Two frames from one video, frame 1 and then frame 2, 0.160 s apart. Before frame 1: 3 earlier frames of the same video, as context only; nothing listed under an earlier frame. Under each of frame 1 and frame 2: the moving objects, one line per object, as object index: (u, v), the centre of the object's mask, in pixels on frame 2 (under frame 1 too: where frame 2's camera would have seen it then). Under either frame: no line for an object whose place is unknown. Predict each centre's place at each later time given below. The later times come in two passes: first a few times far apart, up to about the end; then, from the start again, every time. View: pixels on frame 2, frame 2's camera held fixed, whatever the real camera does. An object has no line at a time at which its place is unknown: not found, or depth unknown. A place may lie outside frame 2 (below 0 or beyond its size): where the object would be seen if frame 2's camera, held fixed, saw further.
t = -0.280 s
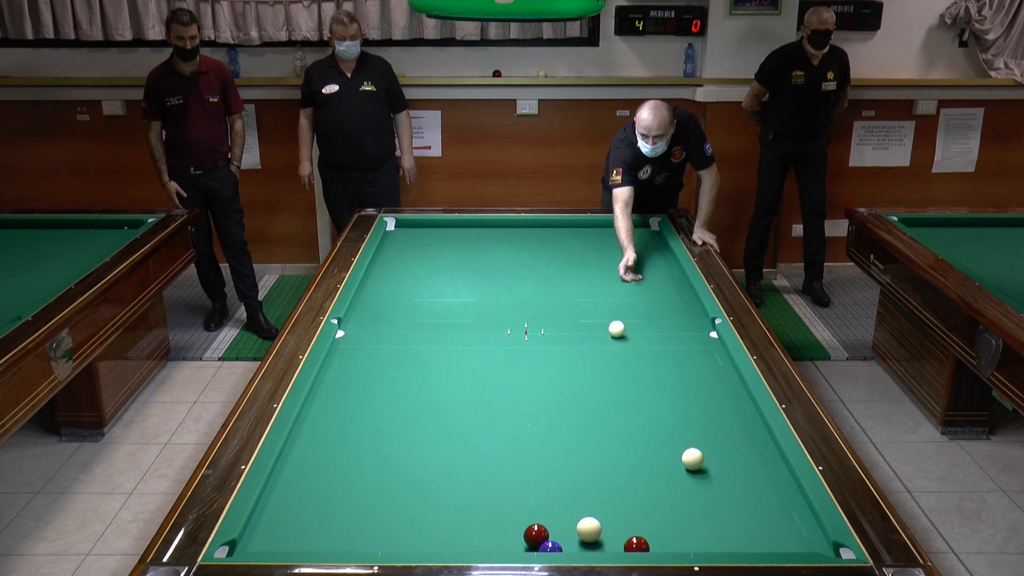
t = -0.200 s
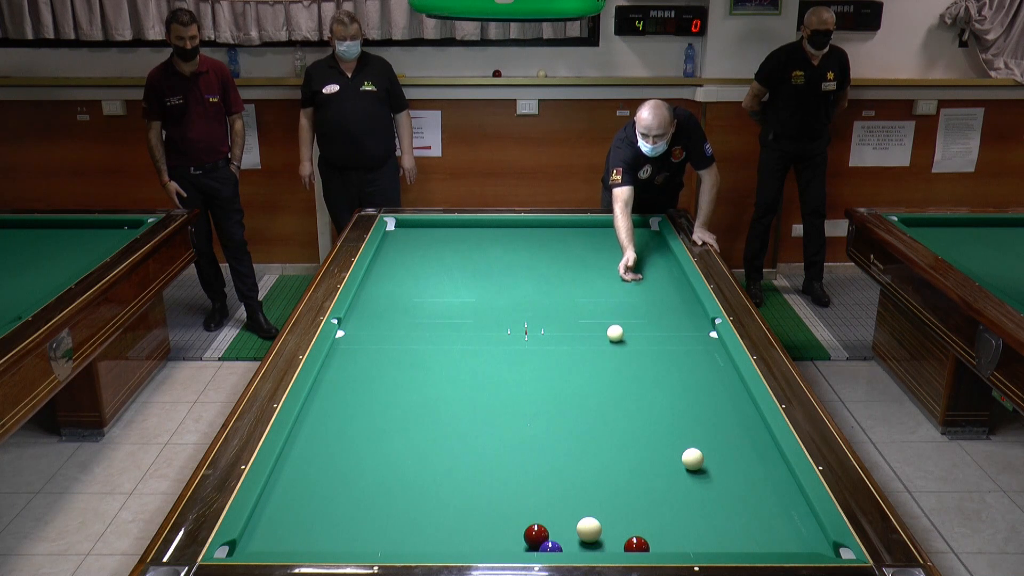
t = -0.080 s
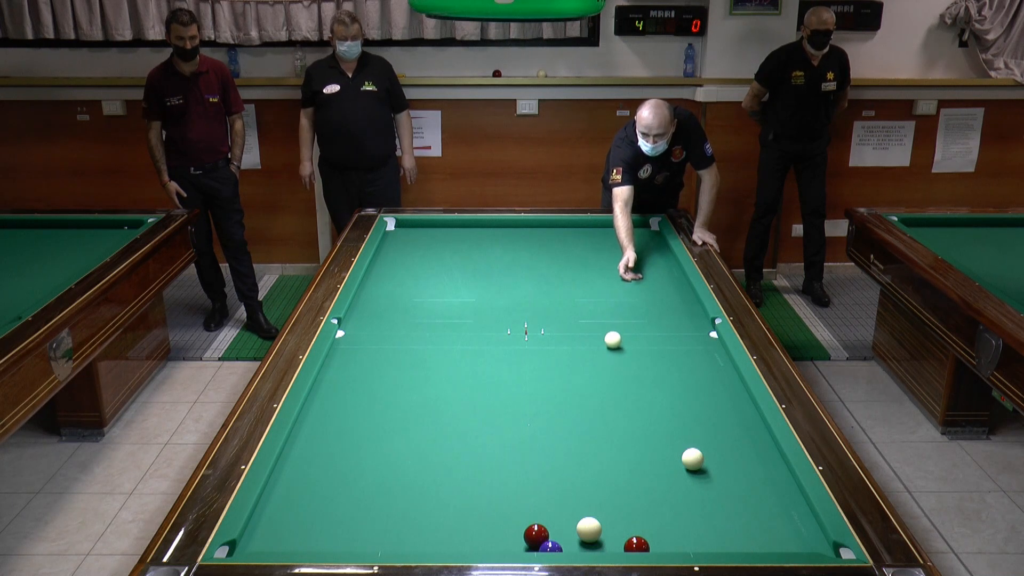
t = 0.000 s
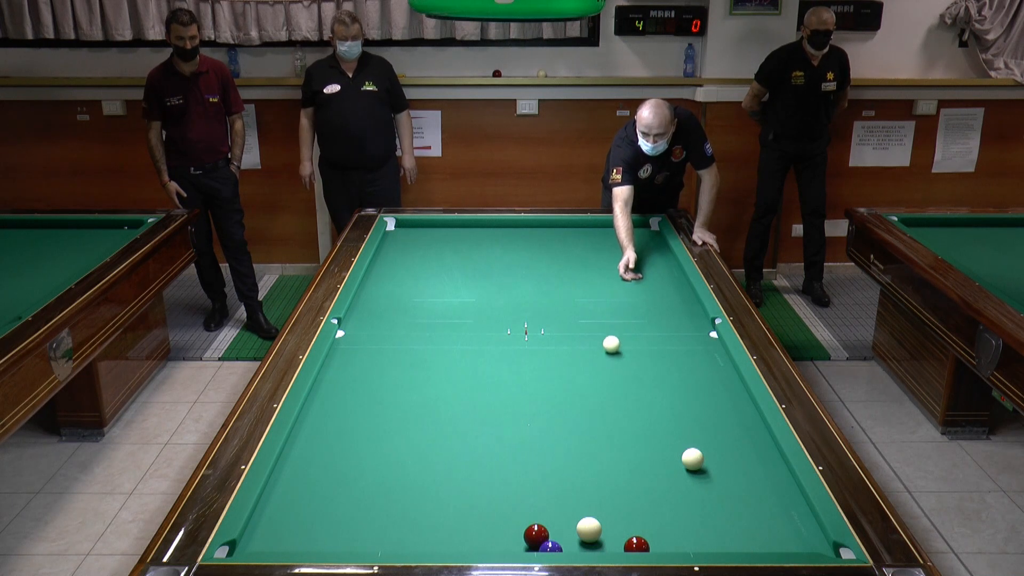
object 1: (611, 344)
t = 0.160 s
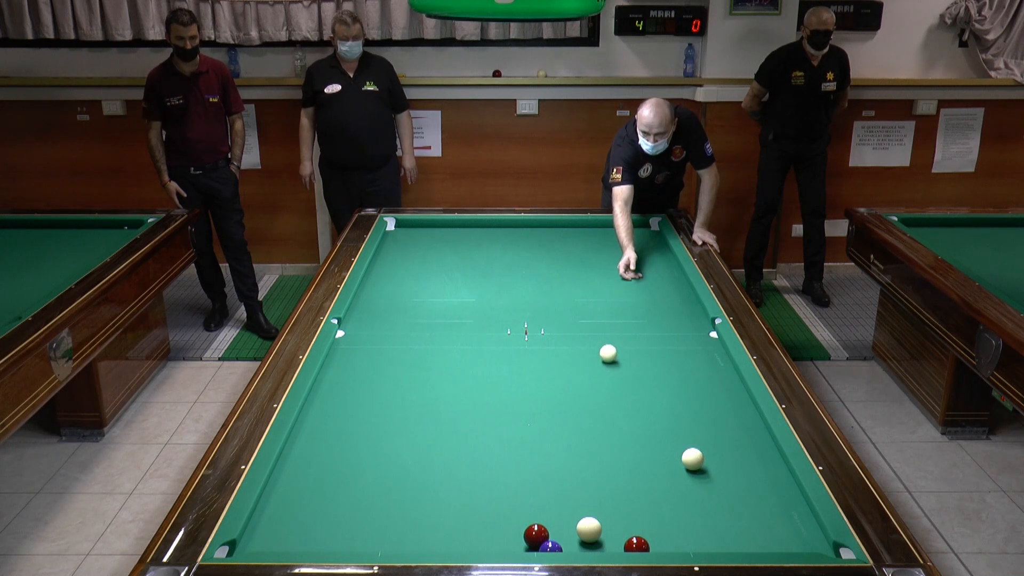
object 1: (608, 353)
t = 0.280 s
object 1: (606, 360)
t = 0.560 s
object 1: (599, 378)
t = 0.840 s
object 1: (593, 396)
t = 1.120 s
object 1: (586, 415)
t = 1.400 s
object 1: (579, 435)
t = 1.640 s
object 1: (573, 453)
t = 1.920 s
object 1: (565, 475)
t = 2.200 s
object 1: (556, 498)
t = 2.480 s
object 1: (549, 521)
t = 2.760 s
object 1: (552, 530)
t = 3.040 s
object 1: (556, 534)
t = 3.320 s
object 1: (559, 535)
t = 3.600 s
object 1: (561, 535)
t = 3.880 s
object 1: (561, 534)
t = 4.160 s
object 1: (562, 534)
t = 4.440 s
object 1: (562, 534)
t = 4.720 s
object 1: (562, 534)
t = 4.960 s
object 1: (562, 534)
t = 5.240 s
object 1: (562, 534)
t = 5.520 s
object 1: (562, 534)
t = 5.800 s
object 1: (562, 534)
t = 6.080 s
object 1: (562, 534)
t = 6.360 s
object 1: (562, 534)
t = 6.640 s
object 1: (562, 534)
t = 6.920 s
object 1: (562, 534)
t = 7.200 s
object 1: (562, 534)
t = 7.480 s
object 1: (562, 534)
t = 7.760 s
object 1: (562, 534)
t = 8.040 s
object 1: (562, 534)
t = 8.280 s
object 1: (562, 534)
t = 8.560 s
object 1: (562, 534)
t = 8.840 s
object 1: (562, 534)
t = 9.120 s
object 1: (562, 534)
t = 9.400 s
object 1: (562, 534)
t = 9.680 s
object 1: (562, 534)
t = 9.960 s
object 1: (562, 534)
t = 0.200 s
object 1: (607, 355)
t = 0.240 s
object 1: (606, 358)
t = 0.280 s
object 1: (606, 360)
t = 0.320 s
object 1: (605, 363)
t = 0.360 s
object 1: (604, 365)
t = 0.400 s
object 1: (603, 368)
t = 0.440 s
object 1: (602, 370)
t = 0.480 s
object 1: (601, 373)
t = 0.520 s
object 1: (600, 375)
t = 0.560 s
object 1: (599, 378)
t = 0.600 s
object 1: (599, 380)
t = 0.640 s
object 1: (598, 383)
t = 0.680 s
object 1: (597, 385)
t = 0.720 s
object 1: (596, 388)
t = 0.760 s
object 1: (595, 390)
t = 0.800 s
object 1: (594, 393)
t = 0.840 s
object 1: (593, 396)
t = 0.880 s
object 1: (592, 398)
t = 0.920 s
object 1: (591, 401)
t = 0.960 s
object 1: (590, 404)
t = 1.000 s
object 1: (589, 407)
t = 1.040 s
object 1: (588, 409)
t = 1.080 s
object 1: (587, 412)
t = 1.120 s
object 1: (586, 415)
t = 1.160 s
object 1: (585, 418)
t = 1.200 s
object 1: (584, 420)
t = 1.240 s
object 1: (583, 423)
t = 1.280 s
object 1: (582, 426)
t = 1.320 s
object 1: (581, 429)
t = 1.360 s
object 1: (580, 432)
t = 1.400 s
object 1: (579, 435)
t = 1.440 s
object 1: (578, 438)
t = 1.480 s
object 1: (577, 441)
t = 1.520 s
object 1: (576, 444)
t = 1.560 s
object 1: (575, 447)
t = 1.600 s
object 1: (574, 450)
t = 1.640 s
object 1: (573, 453)
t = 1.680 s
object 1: (572, 456)
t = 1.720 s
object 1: (570, 459)
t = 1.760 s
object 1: (569, 462)
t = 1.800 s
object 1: (568, 466)
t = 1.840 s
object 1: (567, 469)
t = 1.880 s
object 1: (566, 472)
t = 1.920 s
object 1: (565, 475)
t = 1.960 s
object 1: (564, 478)
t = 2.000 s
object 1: (562, 482)
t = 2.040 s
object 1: (561, 485)
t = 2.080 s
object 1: (560, 488)
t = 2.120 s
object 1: (559, 492)
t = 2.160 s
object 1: (558, 495)
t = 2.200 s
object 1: (556, 498)
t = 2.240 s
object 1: (555, 502)
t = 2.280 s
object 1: (554, 505)
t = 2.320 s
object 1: (552, 509)
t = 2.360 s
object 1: (551, 512)
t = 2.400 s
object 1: (550, 515)
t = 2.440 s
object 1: (549, 518)
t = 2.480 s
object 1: (549, 521)
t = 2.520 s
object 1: (549, 523)
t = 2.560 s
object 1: (549, 524)
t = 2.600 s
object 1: (550, 526)
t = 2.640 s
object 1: (550, 527)
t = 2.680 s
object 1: (551, 528)
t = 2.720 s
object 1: (551, 529)
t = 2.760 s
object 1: (552, 530)
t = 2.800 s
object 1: (553, 530)
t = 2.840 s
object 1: (553, 531)
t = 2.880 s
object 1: (554, 532)
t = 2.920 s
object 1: (554, 533)
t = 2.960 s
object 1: (555, 533)
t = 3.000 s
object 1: (556, 534)
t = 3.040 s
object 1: (556, 534)
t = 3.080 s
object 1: (557, 535)
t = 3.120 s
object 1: (557, 535)
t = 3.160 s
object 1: (558, 535)
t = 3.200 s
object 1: (558, 535)
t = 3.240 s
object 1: (559, 535)
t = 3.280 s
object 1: (559, 535)
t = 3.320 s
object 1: (559, 535)
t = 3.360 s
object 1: (560, 535)
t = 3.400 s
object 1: (560, 535)
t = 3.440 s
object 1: (560, 535)
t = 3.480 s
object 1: (560, 535)
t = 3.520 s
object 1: (561, 535)
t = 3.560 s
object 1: (561, 535)
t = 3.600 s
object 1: (561, 535)
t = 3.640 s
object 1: (561, 535)
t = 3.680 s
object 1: (561, 535)
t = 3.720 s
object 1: (561, 534)
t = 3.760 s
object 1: (561, 534)
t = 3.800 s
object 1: (561, 534)
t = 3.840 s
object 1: (561, 534)
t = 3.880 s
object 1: (561, 534)
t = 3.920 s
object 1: (561, 534)
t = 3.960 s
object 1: (561, 534)
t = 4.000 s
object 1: (561, 534)
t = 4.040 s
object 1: (562, 534)
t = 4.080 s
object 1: (561, 534)
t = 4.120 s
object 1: (562, 534)
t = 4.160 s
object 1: (562, 534)
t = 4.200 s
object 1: (562, 534)
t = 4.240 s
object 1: (562, 534)
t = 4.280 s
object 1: (562, 534)
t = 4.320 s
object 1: (562, 534)
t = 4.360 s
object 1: (562, 534)
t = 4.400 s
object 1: (562, 534)
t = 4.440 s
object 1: (562, 534)
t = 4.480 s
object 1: (562, 534)
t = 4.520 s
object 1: (562, 534)
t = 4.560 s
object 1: (562, 534)
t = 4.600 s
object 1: (562, 534)
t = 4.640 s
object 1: (562, 534)
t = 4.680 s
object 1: (562, 534)
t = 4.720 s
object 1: (562, 534)
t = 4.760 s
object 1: (562, 535)
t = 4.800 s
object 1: (562, 534)
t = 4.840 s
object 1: (562, 534)
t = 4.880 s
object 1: (562, 534)
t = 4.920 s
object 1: (562, 534)
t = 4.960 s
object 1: (562, 534)
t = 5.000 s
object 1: (562, 534)
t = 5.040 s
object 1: (562, 534)
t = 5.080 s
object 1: (562, 534)
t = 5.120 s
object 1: (562, 534)
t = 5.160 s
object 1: (562, 534)
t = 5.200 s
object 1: (562, 534)
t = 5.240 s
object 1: (562, 534)
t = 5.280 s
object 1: (562, 534)
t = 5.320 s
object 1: (562, 534)
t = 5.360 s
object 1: (562, 534)
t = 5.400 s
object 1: (562, 534)
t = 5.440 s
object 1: (562, 534)
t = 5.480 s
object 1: (562, 534)
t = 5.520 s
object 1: (562, 534)
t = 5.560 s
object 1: (562, 534)
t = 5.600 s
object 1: (562, 534)
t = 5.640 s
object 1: (562, 534)
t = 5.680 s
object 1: (562, 534)
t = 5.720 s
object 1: (562, 534)
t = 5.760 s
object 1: (562, 534)
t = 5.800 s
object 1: (562, 534)
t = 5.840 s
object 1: (562, 534)
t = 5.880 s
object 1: (562, 534)
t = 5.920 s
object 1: (562, 534)
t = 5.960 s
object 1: (562, 534)
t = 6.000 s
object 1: (562, 534)
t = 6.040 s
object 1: (562, 534)
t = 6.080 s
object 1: (562, 534)
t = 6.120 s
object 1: (562, 534)
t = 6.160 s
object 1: (562, 534)
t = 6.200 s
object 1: (562, 534)
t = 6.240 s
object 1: (562, 534)
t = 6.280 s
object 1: (562, 534)
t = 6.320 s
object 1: (562, 534)
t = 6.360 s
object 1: (562, 534)
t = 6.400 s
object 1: (562, 534)
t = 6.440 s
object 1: (562, 534)
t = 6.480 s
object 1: (562, 534)
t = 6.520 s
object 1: (562, 534)
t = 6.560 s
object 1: (562, 534)
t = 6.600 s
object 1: (562, 534)
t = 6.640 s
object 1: (562, 534)
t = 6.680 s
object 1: (562, 534)
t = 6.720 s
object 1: (562, 534)
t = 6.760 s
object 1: (562, 534)
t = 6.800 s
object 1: (562, 534)
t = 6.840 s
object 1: (562, 534)
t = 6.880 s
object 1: (562, 534)
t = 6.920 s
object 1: (562, 534)
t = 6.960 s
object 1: (562, 534)
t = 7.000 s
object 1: (562, 534)
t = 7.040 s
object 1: (562, 534)
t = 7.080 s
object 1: (562, 534)
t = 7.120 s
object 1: (562, 534)
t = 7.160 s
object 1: (562, 534)
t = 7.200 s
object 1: (562, 534)
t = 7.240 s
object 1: (562, 534)
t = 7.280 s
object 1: (562, 534)
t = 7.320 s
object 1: (562, 534)
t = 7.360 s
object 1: (562, 534)
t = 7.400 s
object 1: (562, 534)
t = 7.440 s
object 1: (562, 534)
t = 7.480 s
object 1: (562, 534)
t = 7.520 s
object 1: (562, 534)
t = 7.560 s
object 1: (562, 534)
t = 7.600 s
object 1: (562, 534)
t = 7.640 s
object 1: (562, 534)
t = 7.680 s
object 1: (562, 534)
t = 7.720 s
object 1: (562, 534)
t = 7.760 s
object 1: (562, 534)
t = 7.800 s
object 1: (562, 534)
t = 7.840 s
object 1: (562, 534)
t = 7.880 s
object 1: (562, 534)
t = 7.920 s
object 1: (562, 534)
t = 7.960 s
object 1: (562, 534)
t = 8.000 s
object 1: (562, 534)
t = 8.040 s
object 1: (562, 534)
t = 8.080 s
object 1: (562, 534)
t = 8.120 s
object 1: (562, 534)
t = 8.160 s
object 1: (562, 534)
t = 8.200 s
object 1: (562, 534)
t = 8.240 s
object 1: (562, 534)
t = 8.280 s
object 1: (562, 534)
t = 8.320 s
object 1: (562, 534)
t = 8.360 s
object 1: (562, 534)
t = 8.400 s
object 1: (562, 534)
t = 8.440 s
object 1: (562, 534)
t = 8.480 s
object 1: (562, 534)
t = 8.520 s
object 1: (562, 534)
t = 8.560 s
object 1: (562, 534)
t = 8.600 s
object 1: (562, 534)
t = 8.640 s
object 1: (562, 534)
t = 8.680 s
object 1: (562, 534)
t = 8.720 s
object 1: (562, 534)
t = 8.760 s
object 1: (562, 534)
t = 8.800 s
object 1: (562, 534)
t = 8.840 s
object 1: (562, 534)
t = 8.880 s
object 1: (562, 534)
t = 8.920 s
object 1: (562, 534)
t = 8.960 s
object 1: (562, 534)
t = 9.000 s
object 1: (562, 534)
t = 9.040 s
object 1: (562, 534)
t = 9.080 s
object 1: (562, 534)
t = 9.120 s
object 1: (562, 534)
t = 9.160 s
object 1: (562, 534)
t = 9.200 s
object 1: (562, 534)
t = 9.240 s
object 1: (562, 534)
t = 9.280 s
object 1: (562, 534)
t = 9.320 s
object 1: (562, 534)
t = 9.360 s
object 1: (562, 534)
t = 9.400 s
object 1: (562, 534)
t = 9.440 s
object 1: (562, 534)
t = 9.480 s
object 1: (562, 534)
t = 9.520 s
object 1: (562, 534)
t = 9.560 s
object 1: (562, 534)
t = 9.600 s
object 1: (562, 534)
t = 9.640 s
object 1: (562, 534)
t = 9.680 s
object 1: (562, 534)
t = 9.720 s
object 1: (562, 534)
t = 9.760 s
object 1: (562, 534)
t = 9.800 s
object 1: (562, 534)
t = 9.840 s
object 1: (562, 534)
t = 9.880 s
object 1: (562, 534)
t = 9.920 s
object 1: (562, 534)
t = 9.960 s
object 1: (562, 534)
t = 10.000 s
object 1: (562, 534)
